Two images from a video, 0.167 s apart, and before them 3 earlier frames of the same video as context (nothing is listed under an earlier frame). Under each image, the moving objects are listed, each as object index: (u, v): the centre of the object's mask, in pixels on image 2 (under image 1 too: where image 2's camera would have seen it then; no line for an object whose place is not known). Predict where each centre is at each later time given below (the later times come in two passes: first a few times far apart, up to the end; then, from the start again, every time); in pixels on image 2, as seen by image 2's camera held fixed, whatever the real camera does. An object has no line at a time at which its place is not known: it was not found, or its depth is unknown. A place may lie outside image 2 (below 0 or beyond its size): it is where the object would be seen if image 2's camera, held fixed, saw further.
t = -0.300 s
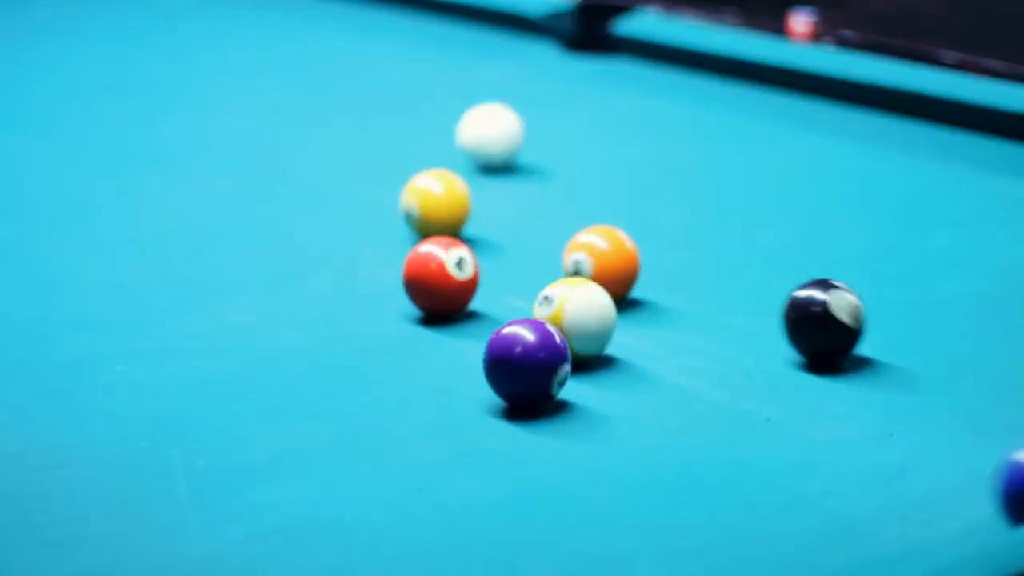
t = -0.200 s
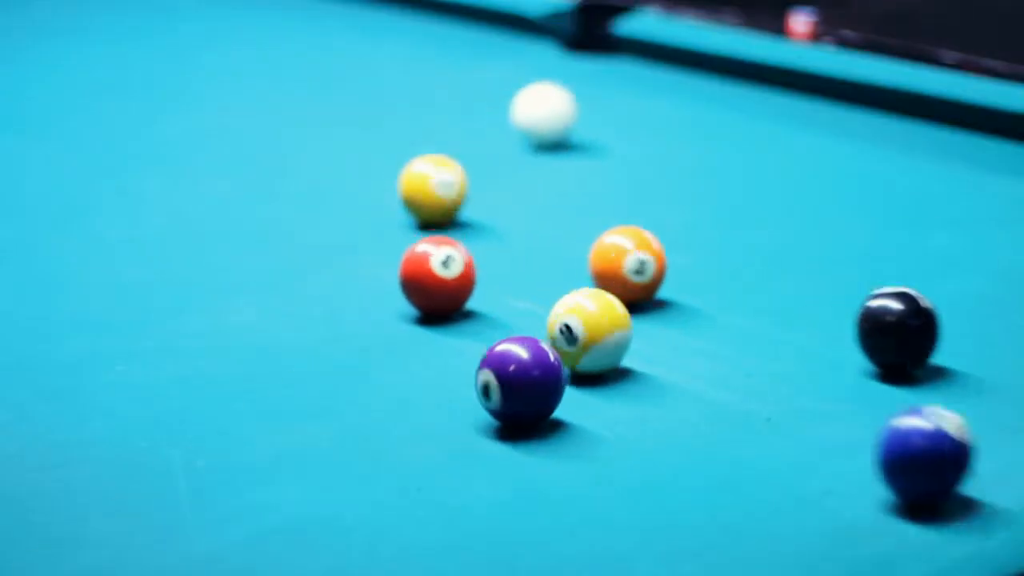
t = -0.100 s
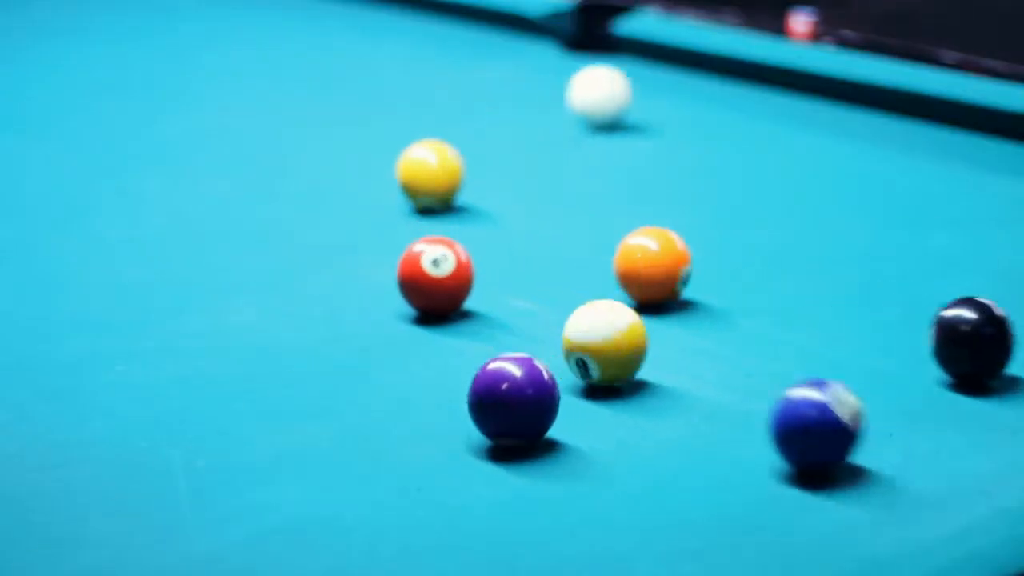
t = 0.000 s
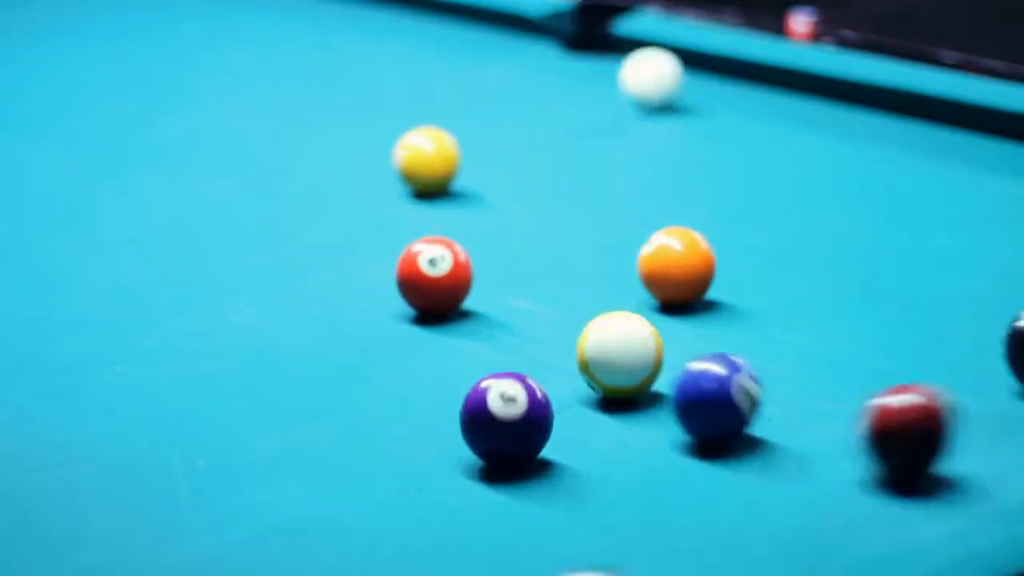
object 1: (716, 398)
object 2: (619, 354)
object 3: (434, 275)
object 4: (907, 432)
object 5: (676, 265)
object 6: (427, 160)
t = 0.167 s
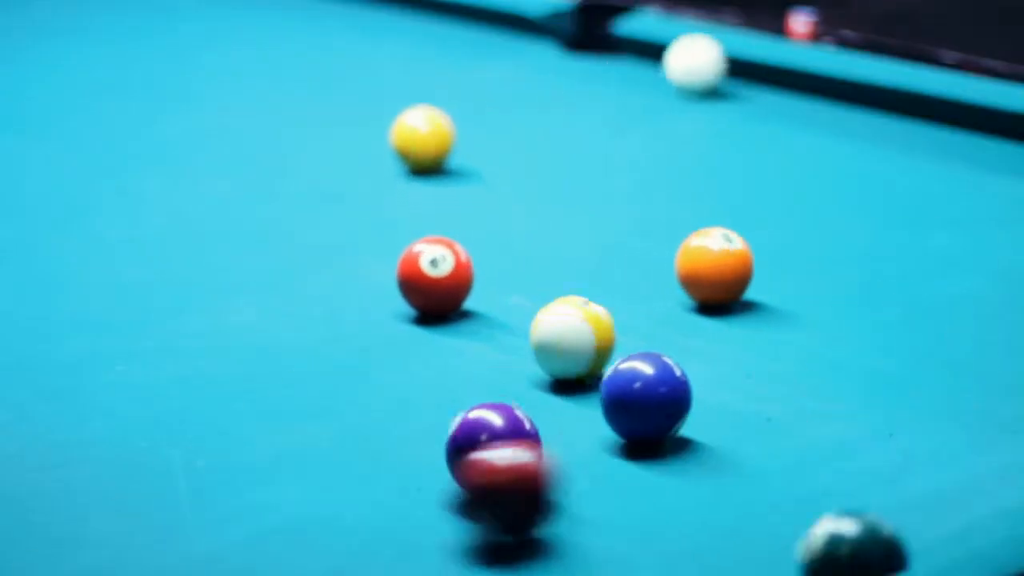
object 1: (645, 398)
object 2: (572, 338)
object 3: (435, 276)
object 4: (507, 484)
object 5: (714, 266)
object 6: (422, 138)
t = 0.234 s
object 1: (627, 402)
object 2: (549, 329)
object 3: (435, 276)
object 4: (338, 514)
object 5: (728, 267)
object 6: (421, 130)
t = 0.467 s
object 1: (563, 417)
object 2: (473, 303)
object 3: (427, 268)
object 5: (774, 268)
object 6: (416, 104)
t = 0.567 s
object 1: (537, 423)
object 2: (449, 296)
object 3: (420, 257)
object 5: (791, 268)
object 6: (413, 94)
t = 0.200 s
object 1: (636, 400)
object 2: (560, 334)
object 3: (435, 276)
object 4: (428, 498)
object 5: (721, 266)
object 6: (422, 134)
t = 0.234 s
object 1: (627, 402)
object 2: (549, 329)
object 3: (435, 276)
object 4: (338, 514)
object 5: (728, 267)
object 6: (421, 130)
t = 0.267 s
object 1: (618, 404)
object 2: (537, 325)
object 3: (435, 275)
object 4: (249, 525)
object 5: (735, 267)
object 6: (420, 126)
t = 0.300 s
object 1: (609, 407)
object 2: (526, 321)
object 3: (435, 275)
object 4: (161, 534)
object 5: (742, 267)
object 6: (419, 122)
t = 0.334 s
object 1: (599, 409)
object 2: (515, 317)
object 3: (435, 275)
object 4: (71, 541)
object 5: (748, 267)
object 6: (419, 118)
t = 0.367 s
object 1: (591, 411)
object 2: (505, 313)
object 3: (435, 275)
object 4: (13, 548)
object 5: (755, 267)
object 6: (418, 115)
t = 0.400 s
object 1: (581, 413)
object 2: (494, 309)
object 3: (432, 274)
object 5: (761, 267)
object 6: (418, 111)
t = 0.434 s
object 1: (572, 415)
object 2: (484, 306)
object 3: (429, 271)
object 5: (768, 267)
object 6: (417, 107)
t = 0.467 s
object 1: (563, 417)
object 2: (473, 303)
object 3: (427, 268)
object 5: (774, 268)
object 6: (416, 104)
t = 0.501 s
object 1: (554, 419)
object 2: (463, 299)
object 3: (424, 265)
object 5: (779, 268)
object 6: (415, 100)
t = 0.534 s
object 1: (546, 422)
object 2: (455, 297)
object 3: (422, 260)
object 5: (785, 268)
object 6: (414, 97)
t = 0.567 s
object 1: (537, 423)
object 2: (449, 296)
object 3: (420, 257)
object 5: (791, 268)
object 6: (413, 94)
